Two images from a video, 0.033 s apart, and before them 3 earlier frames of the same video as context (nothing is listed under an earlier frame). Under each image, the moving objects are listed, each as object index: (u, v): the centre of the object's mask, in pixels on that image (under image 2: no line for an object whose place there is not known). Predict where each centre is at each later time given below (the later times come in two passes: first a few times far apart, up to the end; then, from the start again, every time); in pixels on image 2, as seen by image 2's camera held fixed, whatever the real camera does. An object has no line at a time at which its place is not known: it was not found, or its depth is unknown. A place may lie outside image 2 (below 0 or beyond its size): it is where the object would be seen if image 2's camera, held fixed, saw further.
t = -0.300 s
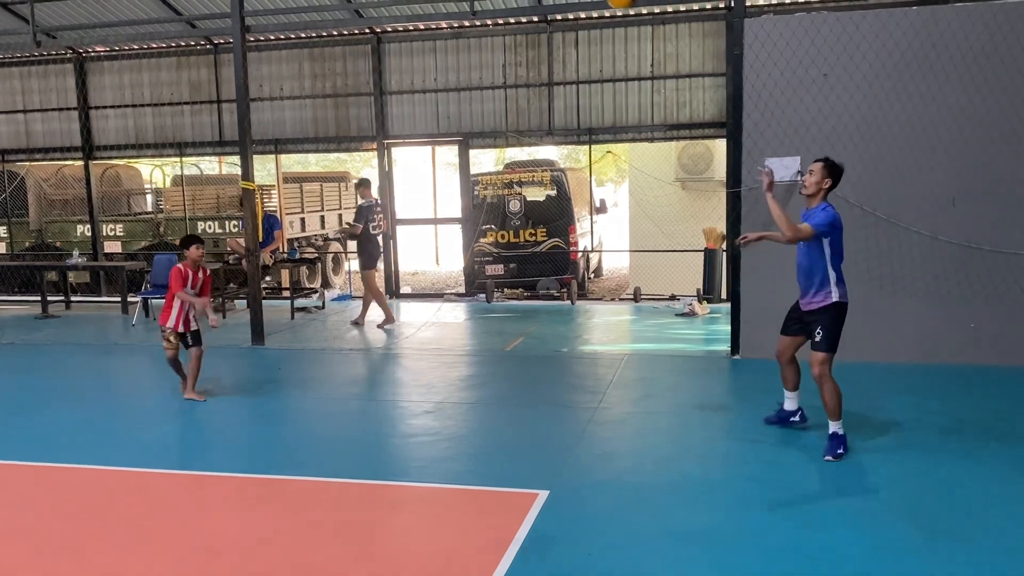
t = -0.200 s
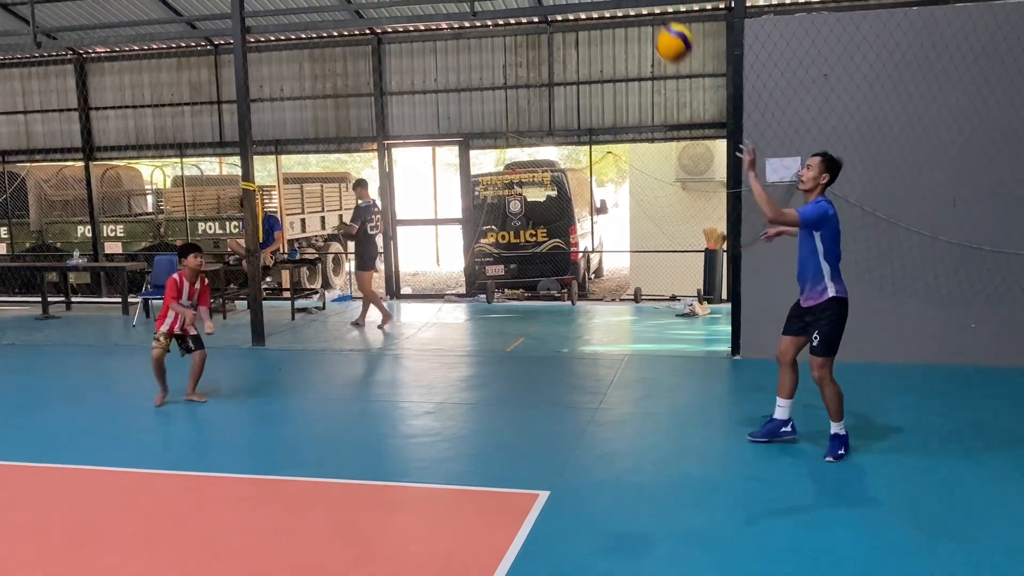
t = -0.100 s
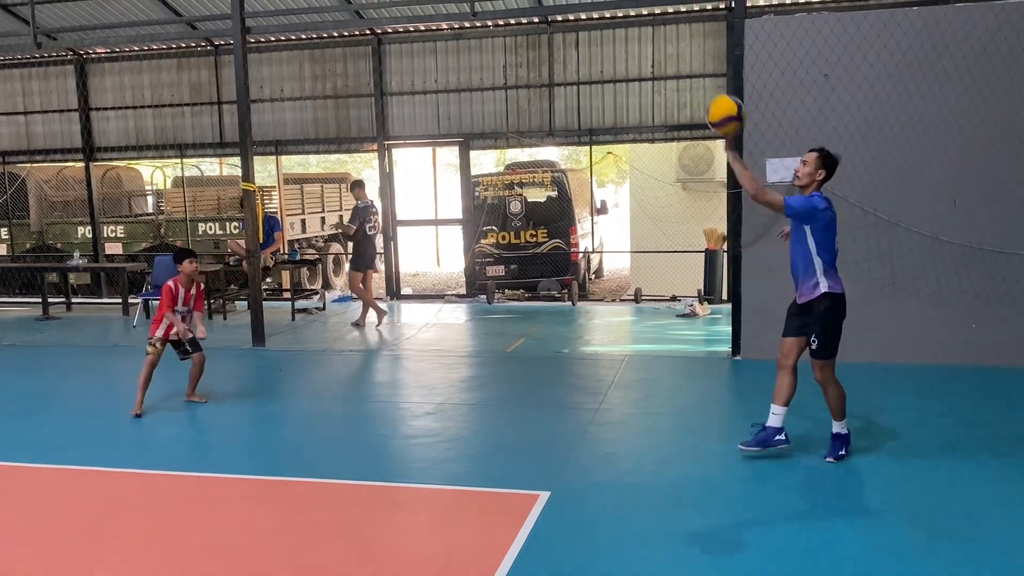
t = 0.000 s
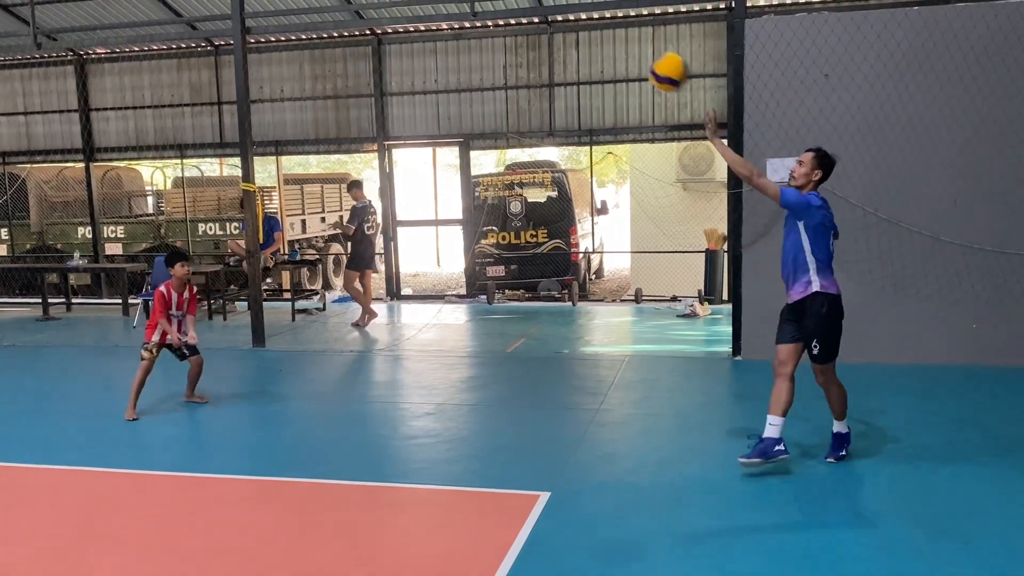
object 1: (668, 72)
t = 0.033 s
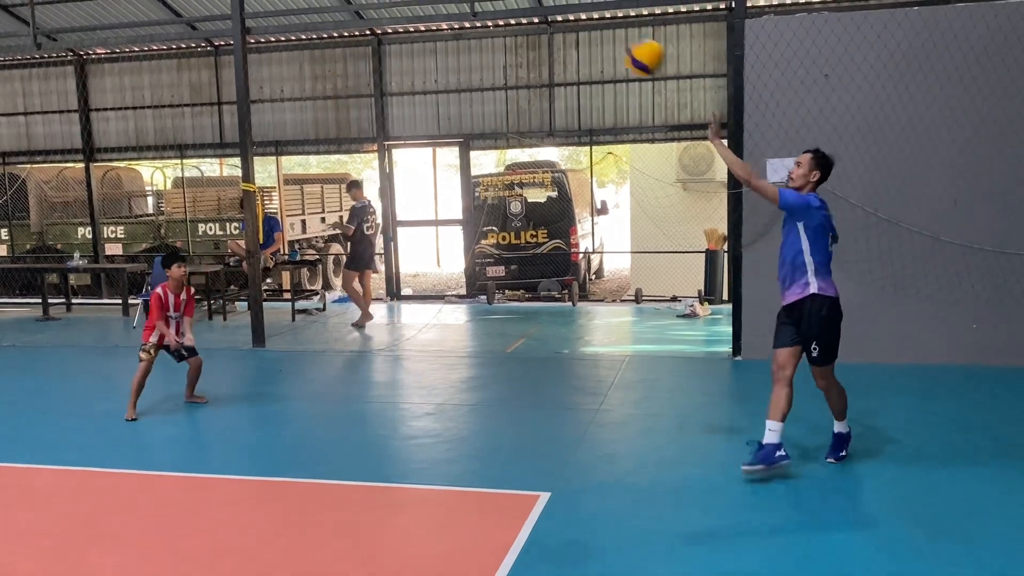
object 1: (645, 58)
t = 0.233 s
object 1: (504, 13)
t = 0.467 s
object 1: (360, 40)
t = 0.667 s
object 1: (254, 127)
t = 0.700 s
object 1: (238, 146)
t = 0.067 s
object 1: (618, 43)
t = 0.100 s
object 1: (595, 33)
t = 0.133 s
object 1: (571, 24)
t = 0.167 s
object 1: (548, 17)
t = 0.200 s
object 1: (526, 15)
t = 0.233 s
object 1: (504, 13)
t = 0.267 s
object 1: (480, 12)
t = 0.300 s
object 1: (459, 12)
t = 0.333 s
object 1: (438, 14)
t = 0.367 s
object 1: (418, 16)
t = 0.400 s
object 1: (398, 23)
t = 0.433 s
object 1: (379, 31)
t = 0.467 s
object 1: (360, 40)
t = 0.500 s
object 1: (341, 50)
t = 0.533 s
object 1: (323, 63)
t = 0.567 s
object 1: (305, 77)
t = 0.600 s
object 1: (288, 93)
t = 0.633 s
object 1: (270, 109)
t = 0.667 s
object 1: (254, 127)
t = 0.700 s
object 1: (238, 146)
